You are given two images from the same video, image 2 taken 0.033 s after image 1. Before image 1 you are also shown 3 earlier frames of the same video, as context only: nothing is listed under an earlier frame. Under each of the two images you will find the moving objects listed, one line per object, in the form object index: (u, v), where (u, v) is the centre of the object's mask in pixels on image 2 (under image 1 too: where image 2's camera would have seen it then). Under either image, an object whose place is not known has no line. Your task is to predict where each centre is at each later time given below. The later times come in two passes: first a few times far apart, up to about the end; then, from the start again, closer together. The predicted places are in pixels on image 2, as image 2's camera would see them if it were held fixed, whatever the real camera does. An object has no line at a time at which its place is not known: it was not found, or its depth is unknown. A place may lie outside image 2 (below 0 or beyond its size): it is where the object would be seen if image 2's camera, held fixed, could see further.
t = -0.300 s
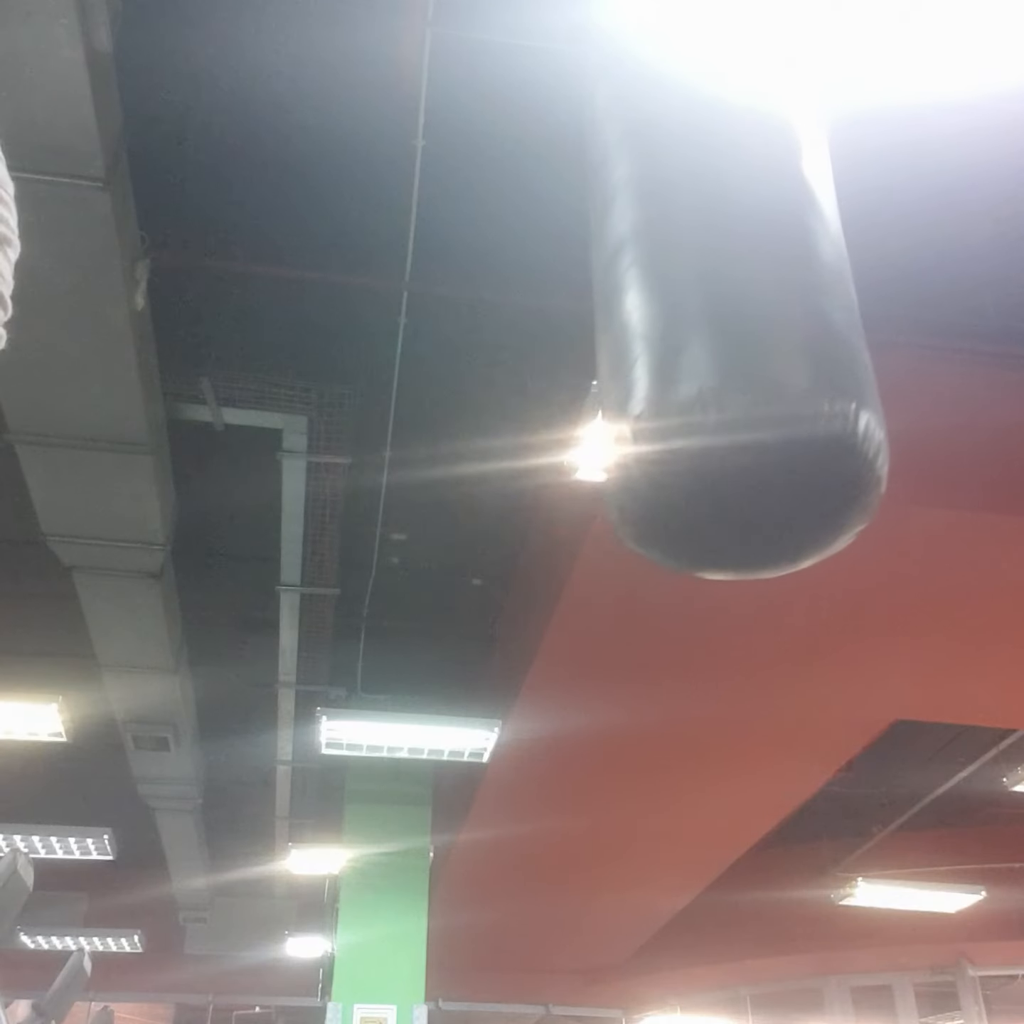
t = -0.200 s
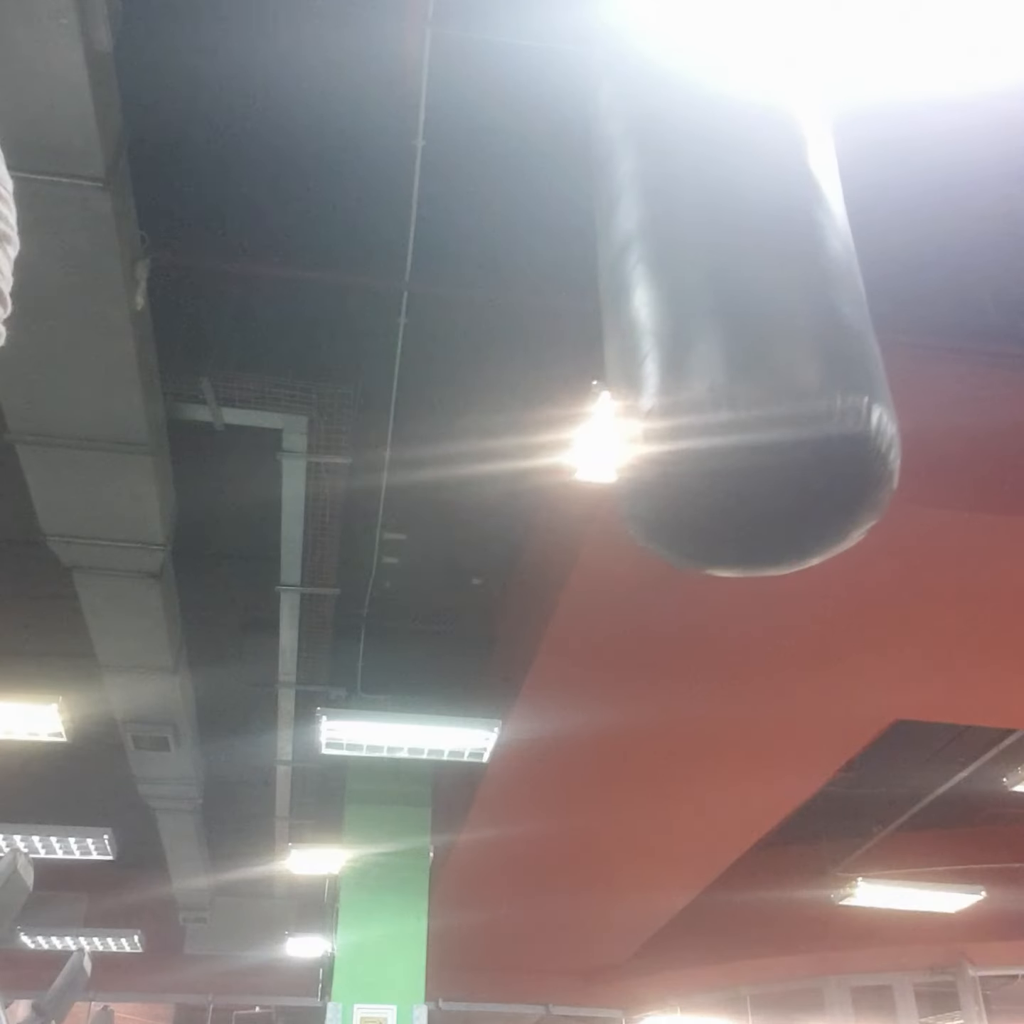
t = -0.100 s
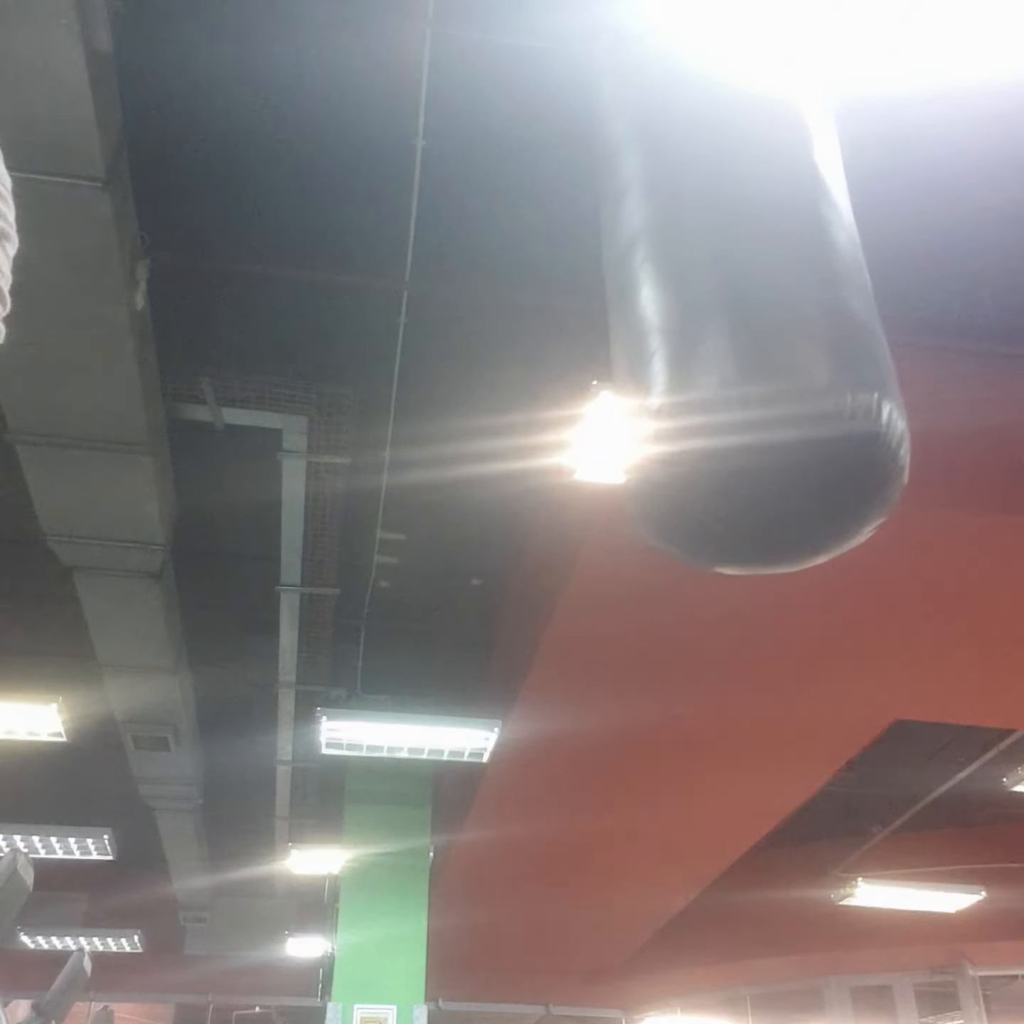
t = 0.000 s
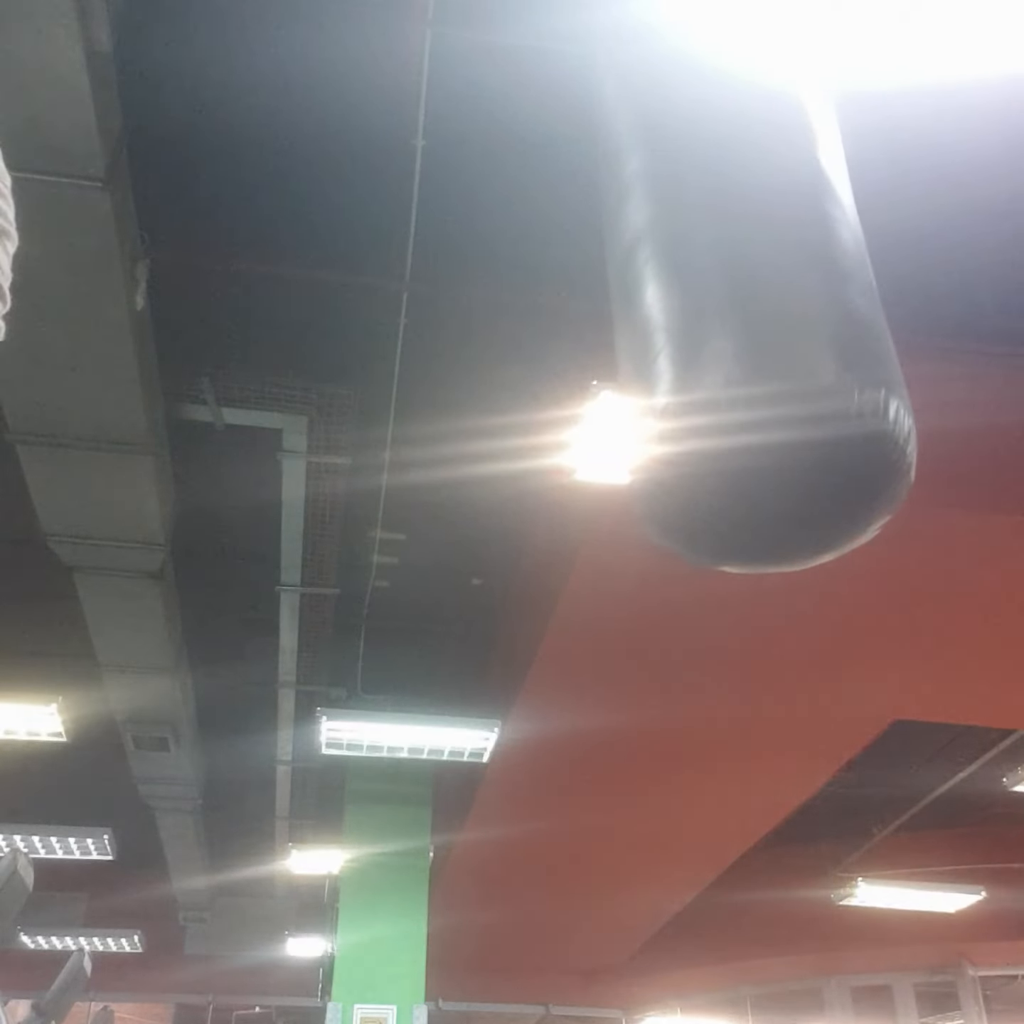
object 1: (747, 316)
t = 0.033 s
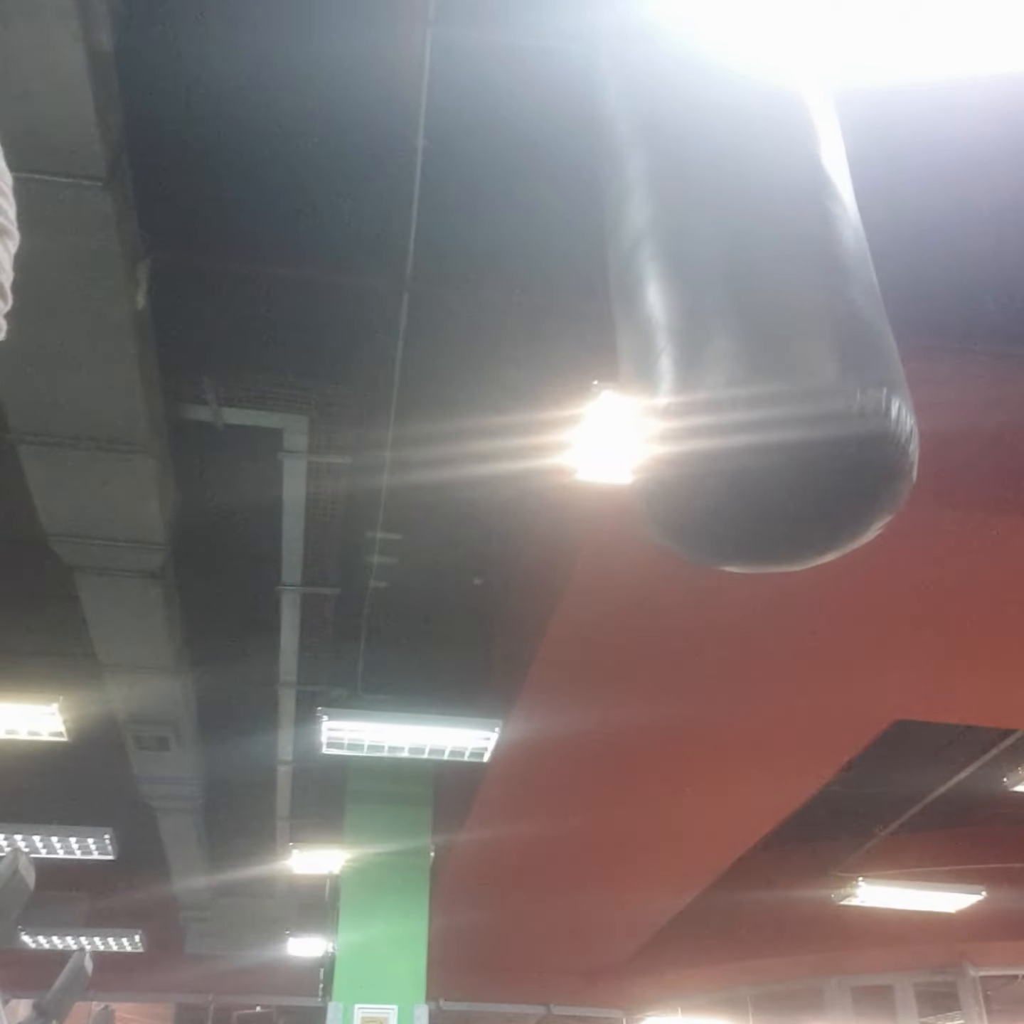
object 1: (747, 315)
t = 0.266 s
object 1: (745, 309)
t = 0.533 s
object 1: (725, 311)
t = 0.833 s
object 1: (707, 328)
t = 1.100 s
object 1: (696, 333)
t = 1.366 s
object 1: (704, 328)
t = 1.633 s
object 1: (720, 326)
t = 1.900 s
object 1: (743, 314)
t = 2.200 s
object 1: (745, 303)
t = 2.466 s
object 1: (733, 306)
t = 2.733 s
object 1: (712, 318)
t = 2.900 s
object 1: (706, 332)
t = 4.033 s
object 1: (756, 310)
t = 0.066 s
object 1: (746, 314)
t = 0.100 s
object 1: (746, 313)
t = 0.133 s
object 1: (746, 312)
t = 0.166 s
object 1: (746, 311)
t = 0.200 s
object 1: (745, 310)
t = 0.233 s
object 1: (746, 309)
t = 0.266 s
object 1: (745, 309)
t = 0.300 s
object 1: (743, 310)
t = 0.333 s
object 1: (741, 309)
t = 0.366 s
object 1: (739, 310)
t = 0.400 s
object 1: (737, 310)
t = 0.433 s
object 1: (734, 311)
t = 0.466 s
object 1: (731, 312)
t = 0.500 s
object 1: (730, 312)
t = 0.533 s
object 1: (725, 311)
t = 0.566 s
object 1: (723, 314)
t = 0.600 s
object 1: (717, 316)
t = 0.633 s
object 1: (716, 319)
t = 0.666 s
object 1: (713, 321)
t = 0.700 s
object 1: (712, 321)
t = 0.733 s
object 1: (710, 323)
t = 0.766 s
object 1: (708, 325)
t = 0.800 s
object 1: (709, 330)
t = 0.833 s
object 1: (707, 328)
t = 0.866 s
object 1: (706, 329)
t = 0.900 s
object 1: (703, 329)
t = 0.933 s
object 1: (701, 330)
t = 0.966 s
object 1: (700, 330)
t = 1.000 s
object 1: (698, 330)
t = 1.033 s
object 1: (696, 330)
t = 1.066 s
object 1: (696, 330)
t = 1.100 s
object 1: (696, 333)
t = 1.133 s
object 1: (696, 333)
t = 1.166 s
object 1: (696, 332)
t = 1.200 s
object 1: (697, 332)
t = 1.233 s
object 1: (698, 332)
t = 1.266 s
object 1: (701, 332)
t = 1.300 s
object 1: (701, 329)
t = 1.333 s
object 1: (703, 329)
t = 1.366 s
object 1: (704, 328)
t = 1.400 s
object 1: (706, 329)
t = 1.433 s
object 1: (708, 328)
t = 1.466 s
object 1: (710, 329)
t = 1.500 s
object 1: (711, 329)
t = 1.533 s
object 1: (713, 328)
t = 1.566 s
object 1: (714, 328)
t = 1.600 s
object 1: (718, 327)
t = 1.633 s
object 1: (720, 326)
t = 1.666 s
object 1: (724, 324)
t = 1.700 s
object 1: (728, 324)
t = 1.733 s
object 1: (731, 324)
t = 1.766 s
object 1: (734, 322)
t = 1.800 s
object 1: (736, 320)
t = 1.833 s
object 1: (738, 318)
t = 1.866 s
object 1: (741, 319)
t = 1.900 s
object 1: (743, 314)
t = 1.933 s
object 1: (746, 312)
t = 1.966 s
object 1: (745, 309)
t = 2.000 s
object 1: (745, 307)
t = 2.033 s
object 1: (745, 307)
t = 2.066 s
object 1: (745, 306)
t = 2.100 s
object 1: (745, 306)
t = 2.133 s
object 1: (745, 304)
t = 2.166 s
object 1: (745, 303)
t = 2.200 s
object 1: (745, 303)
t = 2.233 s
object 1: (744, 302)
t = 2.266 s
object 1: (744, 302)
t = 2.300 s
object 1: (743, 302)
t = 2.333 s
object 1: (741, 303)
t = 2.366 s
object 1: (740, 304)
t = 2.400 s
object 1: (737, 305)
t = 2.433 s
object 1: (735, 306)
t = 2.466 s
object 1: (733, 306)
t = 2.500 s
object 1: (729, 307)
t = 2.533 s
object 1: (727, 308)
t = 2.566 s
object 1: (721, 308)
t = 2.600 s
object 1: (720, 311)
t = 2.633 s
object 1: (716, 311)
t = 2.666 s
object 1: (714, 312)
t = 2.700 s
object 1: (713, 319)
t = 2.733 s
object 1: (712, 318)
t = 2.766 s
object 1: (710, 321)
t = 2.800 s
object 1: (709, 325)
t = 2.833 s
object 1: (709, 327)
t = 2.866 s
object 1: (708, 331)
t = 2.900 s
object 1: (706, 332)
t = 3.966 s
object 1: (754, 316)
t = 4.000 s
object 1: (755, 313)
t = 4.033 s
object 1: (756, 310)
